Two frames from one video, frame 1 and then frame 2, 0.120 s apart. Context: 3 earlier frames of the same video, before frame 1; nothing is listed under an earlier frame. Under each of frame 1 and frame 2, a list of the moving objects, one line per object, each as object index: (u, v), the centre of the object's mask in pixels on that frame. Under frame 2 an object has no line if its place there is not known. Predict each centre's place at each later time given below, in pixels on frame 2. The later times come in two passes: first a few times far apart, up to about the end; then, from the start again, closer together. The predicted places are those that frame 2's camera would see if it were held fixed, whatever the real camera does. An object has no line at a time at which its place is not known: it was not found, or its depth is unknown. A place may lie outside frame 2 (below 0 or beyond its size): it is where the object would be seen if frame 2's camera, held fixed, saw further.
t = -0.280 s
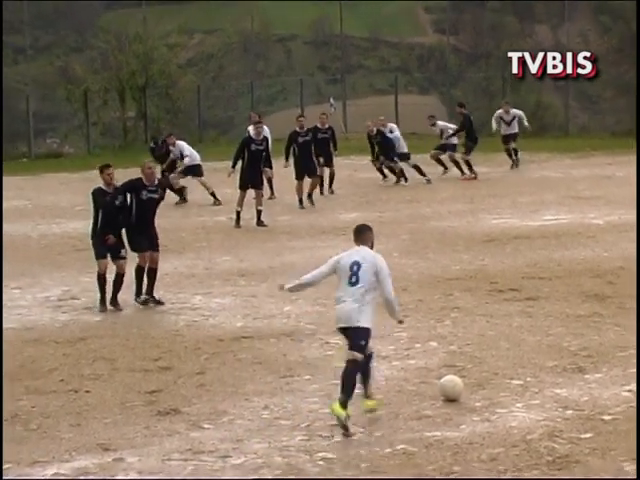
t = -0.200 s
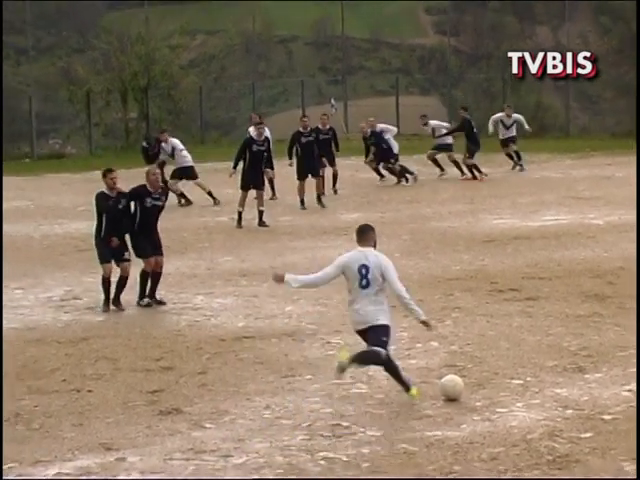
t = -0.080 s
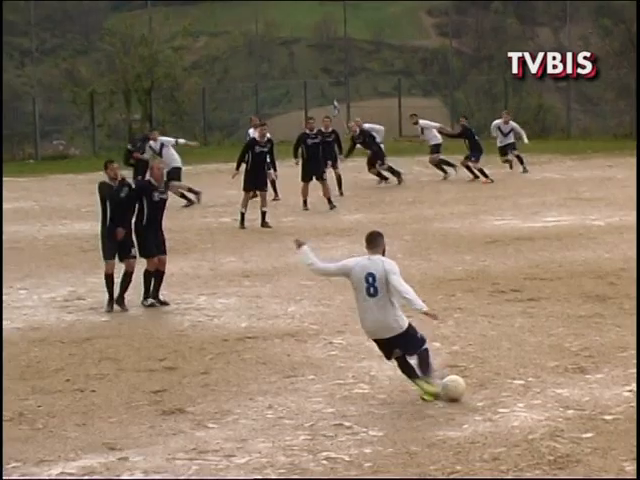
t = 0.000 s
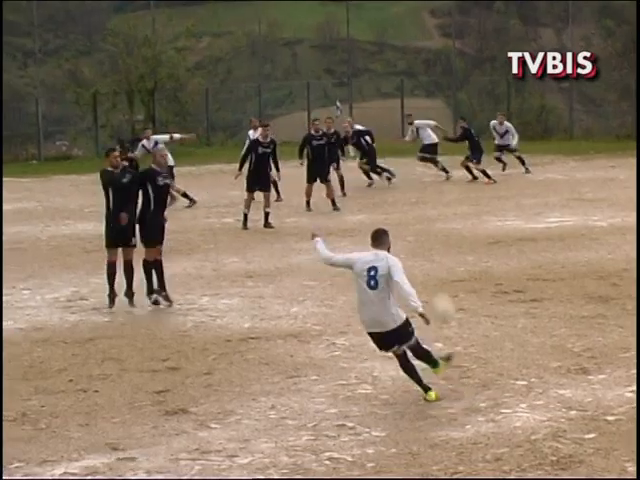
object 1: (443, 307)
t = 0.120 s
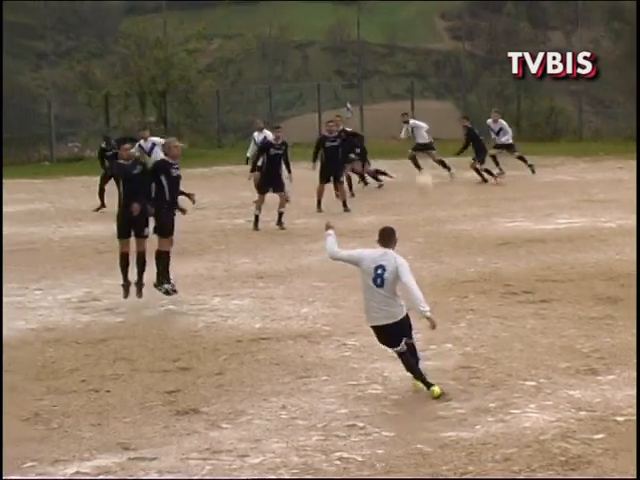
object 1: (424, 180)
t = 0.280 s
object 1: (380, 79)
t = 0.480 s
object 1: (337, 11)
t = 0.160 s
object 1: (412, 151)
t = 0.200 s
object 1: (402, 120)
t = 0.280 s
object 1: (380, 79)
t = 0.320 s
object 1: (370, 61)
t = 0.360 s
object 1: (359, 47)
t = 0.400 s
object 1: (350, 33)
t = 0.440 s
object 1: (342, 23)
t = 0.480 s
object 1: (337, 11)
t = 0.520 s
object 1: (326, 5)
